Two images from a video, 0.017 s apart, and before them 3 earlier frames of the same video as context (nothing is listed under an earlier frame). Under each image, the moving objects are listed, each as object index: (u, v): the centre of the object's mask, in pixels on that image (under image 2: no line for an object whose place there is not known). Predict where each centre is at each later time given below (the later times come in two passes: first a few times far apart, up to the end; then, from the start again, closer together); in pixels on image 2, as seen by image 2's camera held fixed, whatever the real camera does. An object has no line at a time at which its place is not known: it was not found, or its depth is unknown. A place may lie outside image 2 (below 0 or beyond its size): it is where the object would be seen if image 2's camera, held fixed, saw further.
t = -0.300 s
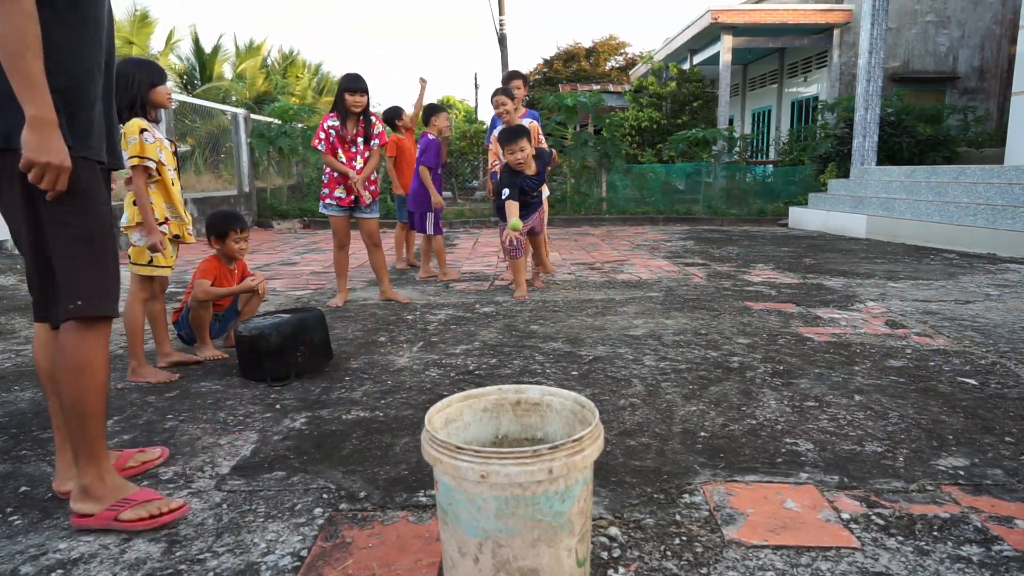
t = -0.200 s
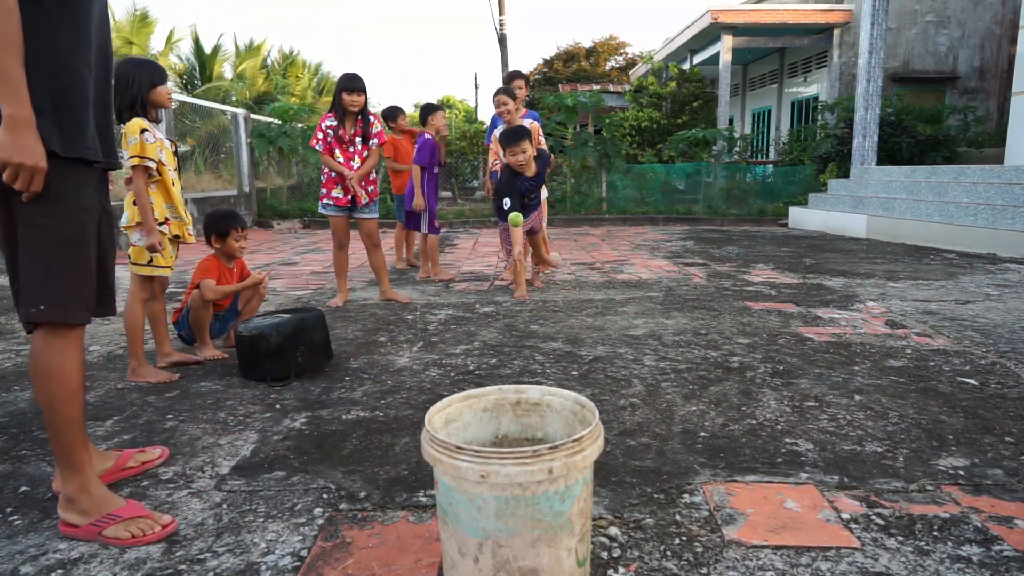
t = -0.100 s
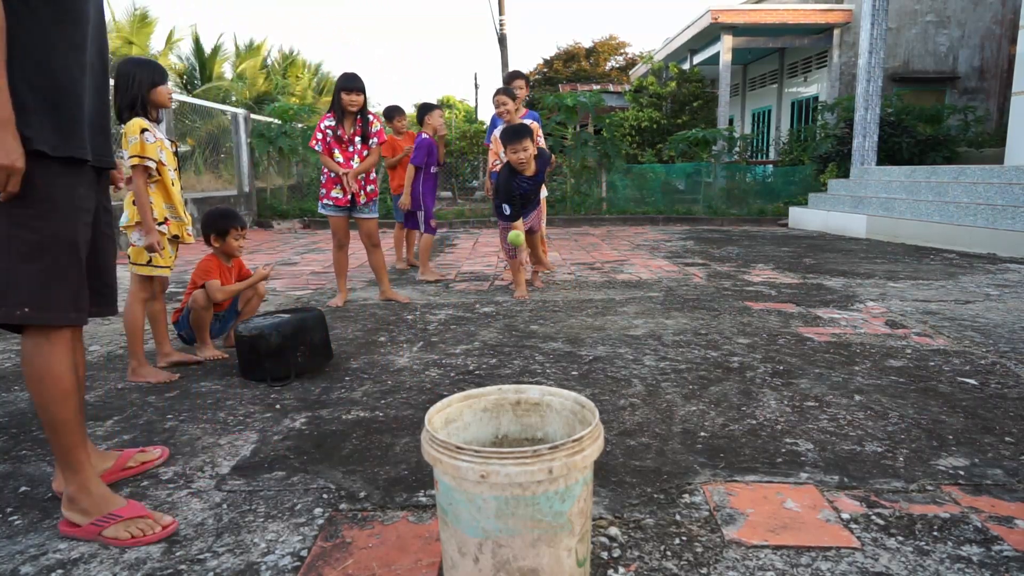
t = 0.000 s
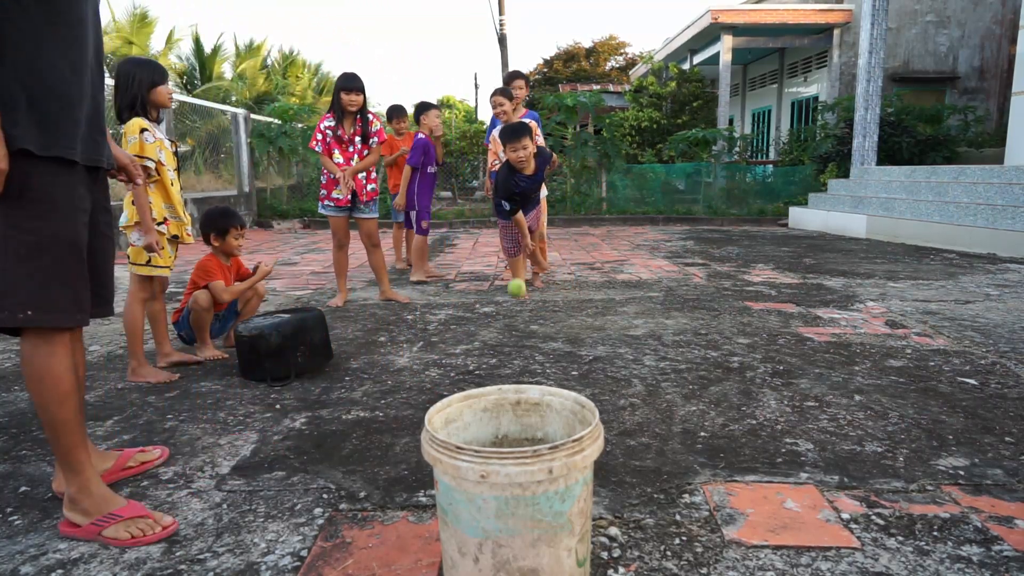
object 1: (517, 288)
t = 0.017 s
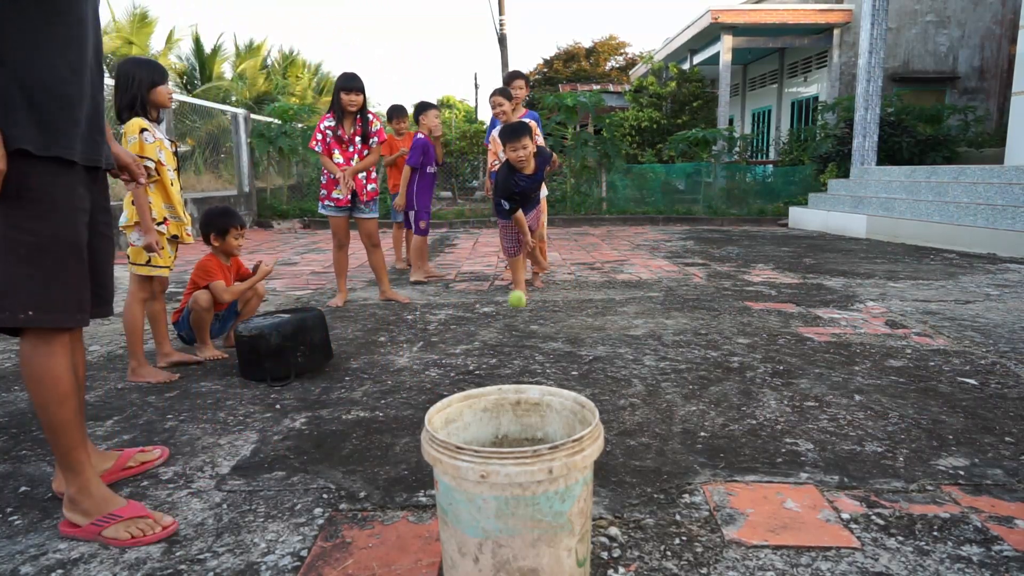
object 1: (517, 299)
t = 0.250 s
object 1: (520, 344)
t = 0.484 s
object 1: (529, 380)
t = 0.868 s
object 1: (594, 480)
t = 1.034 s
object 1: (618, 464)
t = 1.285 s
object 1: (666, 446)
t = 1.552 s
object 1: (705, 428)
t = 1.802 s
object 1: (737, 412)
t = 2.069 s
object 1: (759, 397)
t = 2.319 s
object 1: (771, 385)
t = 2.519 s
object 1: (777, 377)
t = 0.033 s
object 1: (517, 313)
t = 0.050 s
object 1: (517, 327)
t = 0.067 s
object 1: (517, 342)
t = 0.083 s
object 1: (517, 359)
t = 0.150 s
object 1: (518, 378)
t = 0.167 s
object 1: (518, 373)
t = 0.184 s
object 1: (519, 366)
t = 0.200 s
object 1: (519, 360)
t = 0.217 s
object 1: (519, 354)
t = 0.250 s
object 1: (520, 344)
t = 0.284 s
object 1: (521, 338)
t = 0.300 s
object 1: (522, 336)
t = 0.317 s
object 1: (522, 335)
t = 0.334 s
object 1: (522, 335)
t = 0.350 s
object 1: (523, 336)
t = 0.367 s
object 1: (524, 338)
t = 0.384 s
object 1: (524, 342)
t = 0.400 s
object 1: (525, 346)
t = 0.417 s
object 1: (526, 352)
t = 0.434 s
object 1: (526, 359)
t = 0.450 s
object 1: (527, 367)
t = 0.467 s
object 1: (528, 374)
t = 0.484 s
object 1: (529, 380)
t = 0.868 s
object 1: (594, 480)
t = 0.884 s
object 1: (595, 485)
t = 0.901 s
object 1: (596, 491)
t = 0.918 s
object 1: (597, 490)
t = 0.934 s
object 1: (599, 483)
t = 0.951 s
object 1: (601, 477)
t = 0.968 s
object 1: (604, 472)
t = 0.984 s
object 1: (606, 468)
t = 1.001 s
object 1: (610, 466)
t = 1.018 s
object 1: (614, 464)
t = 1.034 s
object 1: (618, 464)
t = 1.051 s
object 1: (622, 465)
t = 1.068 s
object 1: (625, 466)
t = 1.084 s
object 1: (629, 469)
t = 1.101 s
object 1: (632, 468)
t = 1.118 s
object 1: (636, 462)
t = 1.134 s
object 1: (639, 458)
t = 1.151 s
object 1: (642, 455)
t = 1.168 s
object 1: (645, 453)
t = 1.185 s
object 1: (648, 451)
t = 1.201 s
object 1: (651, 451)
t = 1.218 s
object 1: (654, 452)
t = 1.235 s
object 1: (657, 454)
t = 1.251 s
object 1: (660, 454)
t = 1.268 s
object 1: (663, 449)
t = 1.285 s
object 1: (666, 446)
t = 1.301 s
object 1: (668, 444)
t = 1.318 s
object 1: (671, 443)
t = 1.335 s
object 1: (674, 443)
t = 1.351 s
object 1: (676, 444)
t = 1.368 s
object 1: (679, 444)
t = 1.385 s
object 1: (682, 441)
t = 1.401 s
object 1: (684, 438)
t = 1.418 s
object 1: (687, 436)
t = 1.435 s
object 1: (689, 435)
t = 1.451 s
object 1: (692, 435)
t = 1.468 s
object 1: (694, 435)
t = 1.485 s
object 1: (696, 432)
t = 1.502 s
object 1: (699, 431)
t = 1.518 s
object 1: (701, 430)
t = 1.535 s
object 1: (703, 430)
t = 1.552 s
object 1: (705, 428)
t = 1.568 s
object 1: (707, 426)
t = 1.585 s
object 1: (709, 426)
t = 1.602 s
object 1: (712, 424)
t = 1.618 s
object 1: (714, 423)
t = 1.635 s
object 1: (716, 422)
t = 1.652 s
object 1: (719, 421)
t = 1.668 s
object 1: (720, 420)
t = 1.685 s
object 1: (722, 419)
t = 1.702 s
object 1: (725, 418)
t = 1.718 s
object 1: (727, 417)
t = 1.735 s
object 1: (729, 416)
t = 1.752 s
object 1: (731, 415)
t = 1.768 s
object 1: (733, 414)
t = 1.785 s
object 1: (735, 413)
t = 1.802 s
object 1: (737, 412)
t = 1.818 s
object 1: (738, 411)
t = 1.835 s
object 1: (740, 410)
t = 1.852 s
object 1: (742, 409)
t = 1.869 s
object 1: (744, 408)
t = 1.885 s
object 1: (745, 407)
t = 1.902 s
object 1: (747, 406)
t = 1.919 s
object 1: (749, 406)
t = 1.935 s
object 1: (750, 405)
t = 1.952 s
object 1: (752, 404)
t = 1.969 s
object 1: (753, 403)
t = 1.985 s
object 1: (754, 402)
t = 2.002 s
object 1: (755, 401)
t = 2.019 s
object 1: (756, 400)
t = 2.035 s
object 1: (757, 399)
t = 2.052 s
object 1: (758, 398)
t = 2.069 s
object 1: (759, 397)
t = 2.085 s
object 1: (760, 396)
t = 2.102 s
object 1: (761, 396)
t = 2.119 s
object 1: (762, 395)
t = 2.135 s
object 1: (763, 394)
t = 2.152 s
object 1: (764, 394)
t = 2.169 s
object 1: (765, 393)
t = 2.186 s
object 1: (766, 392)
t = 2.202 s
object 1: (766, 391)
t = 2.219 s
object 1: (767, 390)
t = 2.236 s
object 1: (768, 389)
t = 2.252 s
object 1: (769, 388)
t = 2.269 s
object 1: (769, 387)
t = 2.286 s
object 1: (769, 387)
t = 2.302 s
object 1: (770, 386)
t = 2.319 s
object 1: (771, 385)
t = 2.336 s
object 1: (771, 385)
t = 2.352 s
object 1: (772, 384)
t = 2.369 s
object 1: (772, 383)
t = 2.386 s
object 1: (772, 383)
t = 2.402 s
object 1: (773, 382)
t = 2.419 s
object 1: (773, 381)
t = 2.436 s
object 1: (774, 381)
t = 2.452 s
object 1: (774, 380)
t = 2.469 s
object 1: (775, 380)
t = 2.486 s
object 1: (776, 379)
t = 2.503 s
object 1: (776, 378)
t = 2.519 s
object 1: (777, 377)
